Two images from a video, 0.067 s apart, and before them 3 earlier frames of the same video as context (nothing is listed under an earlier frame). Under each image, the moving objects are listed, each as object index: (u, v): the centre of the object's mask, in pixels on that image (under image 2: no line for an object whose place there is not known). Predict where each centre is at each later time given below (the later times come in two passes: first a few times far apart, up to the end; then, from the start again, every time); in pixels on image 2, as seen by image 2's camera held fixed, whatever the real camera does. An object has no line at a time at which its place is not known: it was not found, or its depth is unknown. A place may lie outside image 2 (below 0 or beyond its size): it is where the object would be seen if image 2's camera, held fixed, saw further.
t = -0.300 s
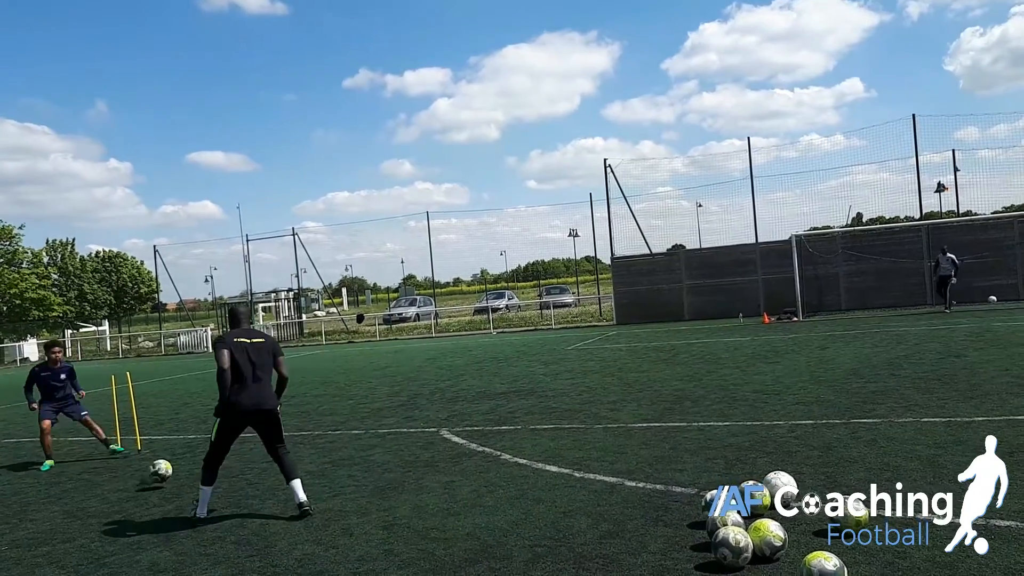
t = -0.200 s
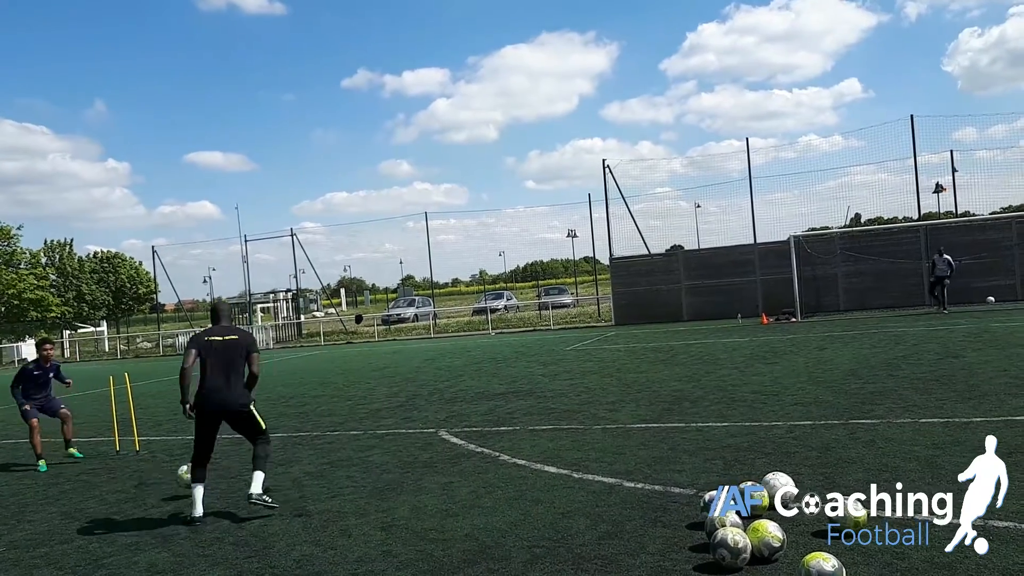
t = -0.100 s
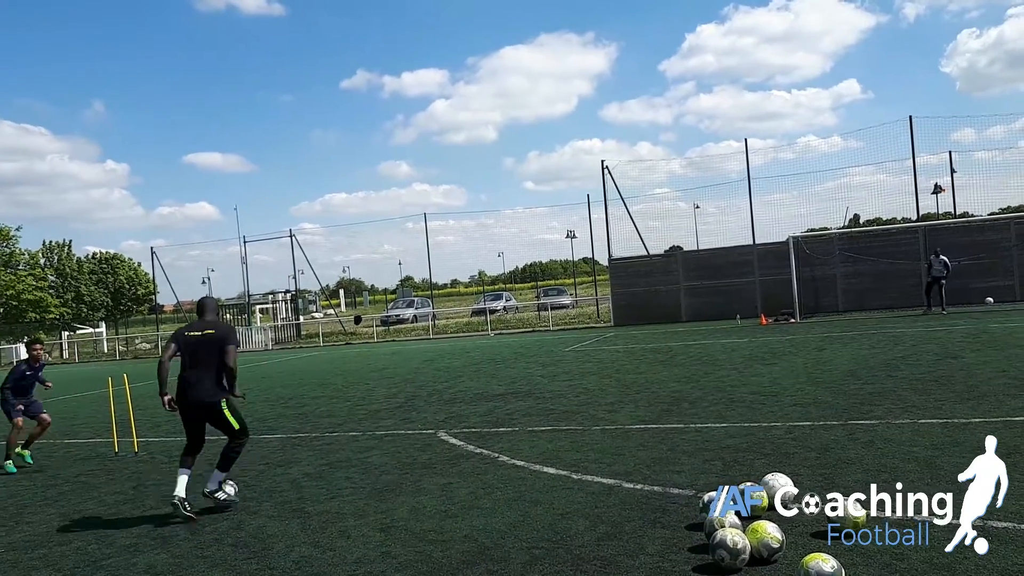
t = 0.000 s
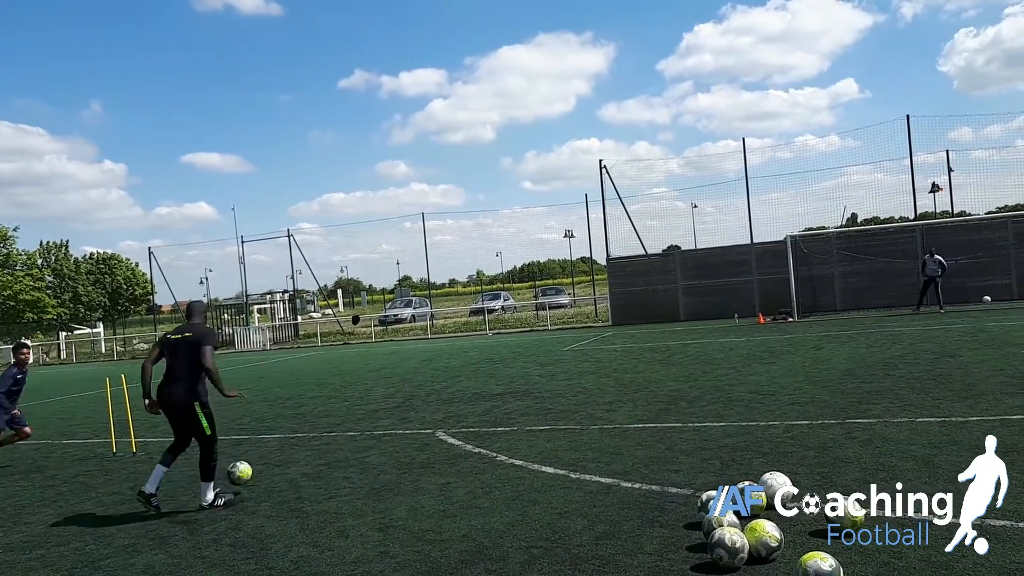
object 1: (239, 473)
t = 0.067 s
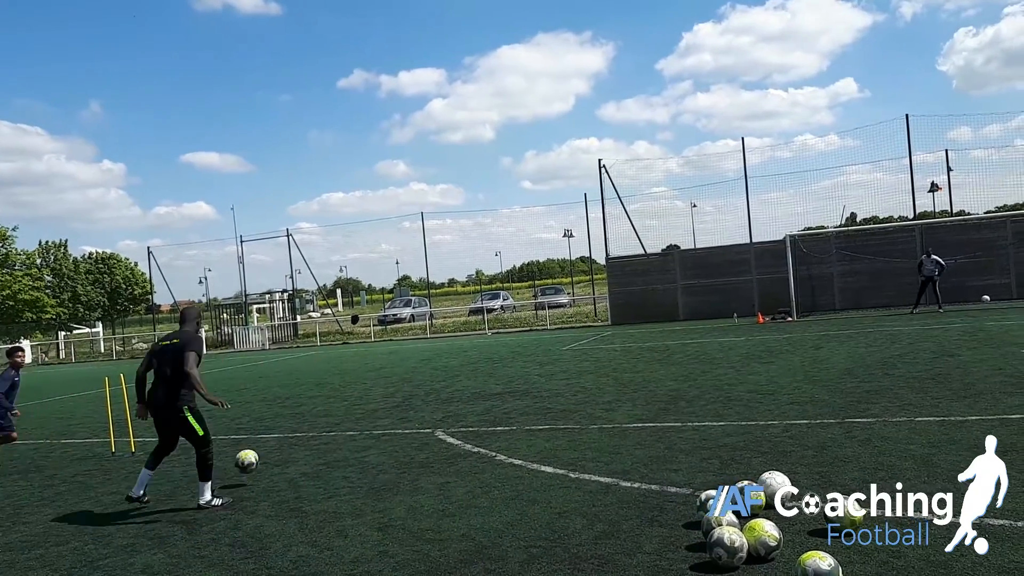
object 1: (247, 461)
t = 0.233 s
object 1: (268, 456)
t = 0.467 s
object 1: (285, 436)
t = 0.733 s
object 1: (302, 425)
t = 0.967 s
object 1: (314, 417)
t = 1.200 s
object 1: (325, 407)
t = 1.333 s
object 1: (330, 405)
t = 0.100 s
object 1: (251, 458)
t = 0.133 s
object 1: (256, 456)
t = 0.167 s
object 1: (260, 455)
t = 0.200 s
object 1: (264, 456)
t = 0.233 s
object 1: (268, 456)
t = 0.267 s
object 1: (270, 452)
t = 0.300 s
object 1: (273, 447)
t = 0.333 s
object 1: (274, 443)
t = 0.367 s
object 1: (277, 440)
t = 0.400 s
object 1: (279, 437)
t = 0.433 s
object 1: (282, 436)
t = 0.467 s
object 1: (285, 436)
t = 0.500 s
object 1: (288, 438)
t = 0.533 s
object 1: (290, 437)
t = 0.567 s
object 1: (293, 434)
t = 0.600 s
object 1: (295, 433)
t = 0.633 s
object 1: (297, 431)
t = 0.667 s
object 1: (299, 430)
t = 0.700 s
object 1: (301, 427)
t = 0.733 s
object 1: (302, 425)
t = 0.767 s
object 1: (304, 424)
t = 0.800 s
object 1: (306, 423)
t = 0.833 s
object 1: (308, 423)
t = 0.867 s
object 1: (310, 420)
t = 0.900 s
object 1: (311, 418)
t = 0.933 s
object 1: (313, 417)
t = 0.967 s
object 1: (314, 417)
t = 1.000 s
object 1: (316, 416)
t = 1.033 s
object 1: (318, 414)
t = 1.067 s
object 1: (319, 412)
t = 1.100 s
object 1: (320, 411)
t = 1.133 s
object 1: (322, 410)
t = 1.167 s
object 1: (323, 411)
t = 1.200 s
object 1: (325, 407)
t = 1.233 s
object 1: (326, 407)
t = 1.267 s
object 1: (327, 407)
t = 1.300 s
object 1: (329, 406)
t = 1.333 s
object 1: (330, 405)
